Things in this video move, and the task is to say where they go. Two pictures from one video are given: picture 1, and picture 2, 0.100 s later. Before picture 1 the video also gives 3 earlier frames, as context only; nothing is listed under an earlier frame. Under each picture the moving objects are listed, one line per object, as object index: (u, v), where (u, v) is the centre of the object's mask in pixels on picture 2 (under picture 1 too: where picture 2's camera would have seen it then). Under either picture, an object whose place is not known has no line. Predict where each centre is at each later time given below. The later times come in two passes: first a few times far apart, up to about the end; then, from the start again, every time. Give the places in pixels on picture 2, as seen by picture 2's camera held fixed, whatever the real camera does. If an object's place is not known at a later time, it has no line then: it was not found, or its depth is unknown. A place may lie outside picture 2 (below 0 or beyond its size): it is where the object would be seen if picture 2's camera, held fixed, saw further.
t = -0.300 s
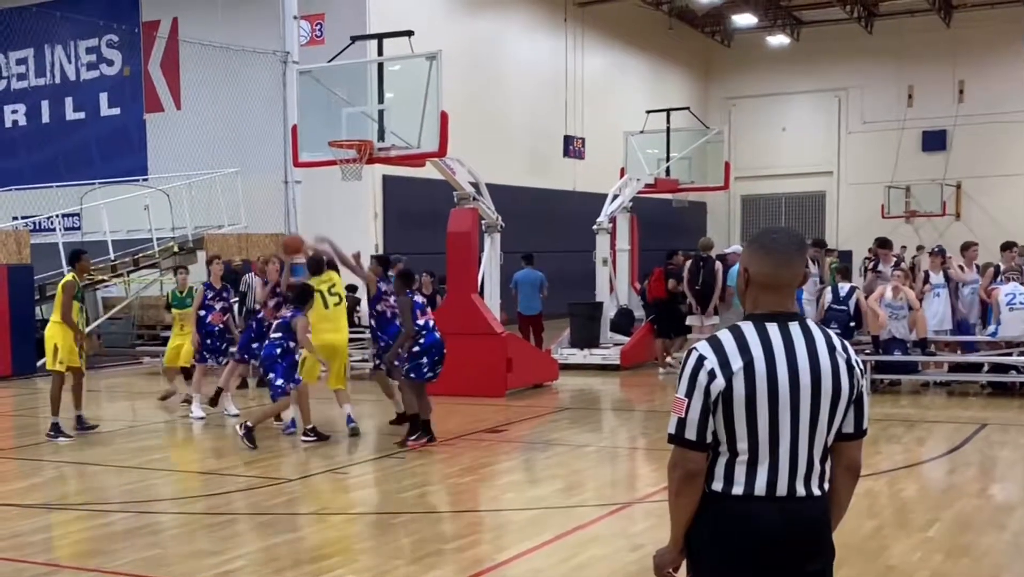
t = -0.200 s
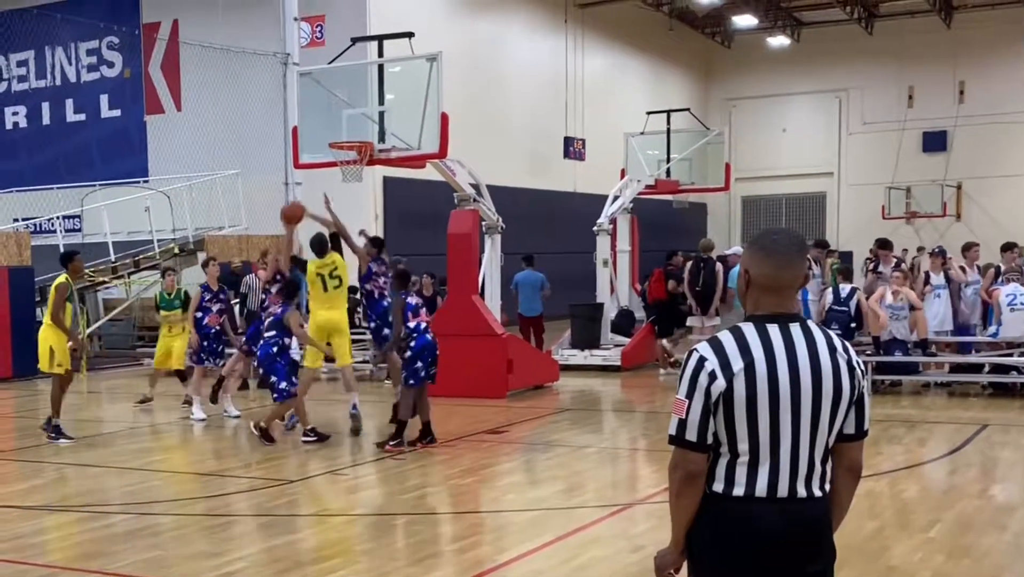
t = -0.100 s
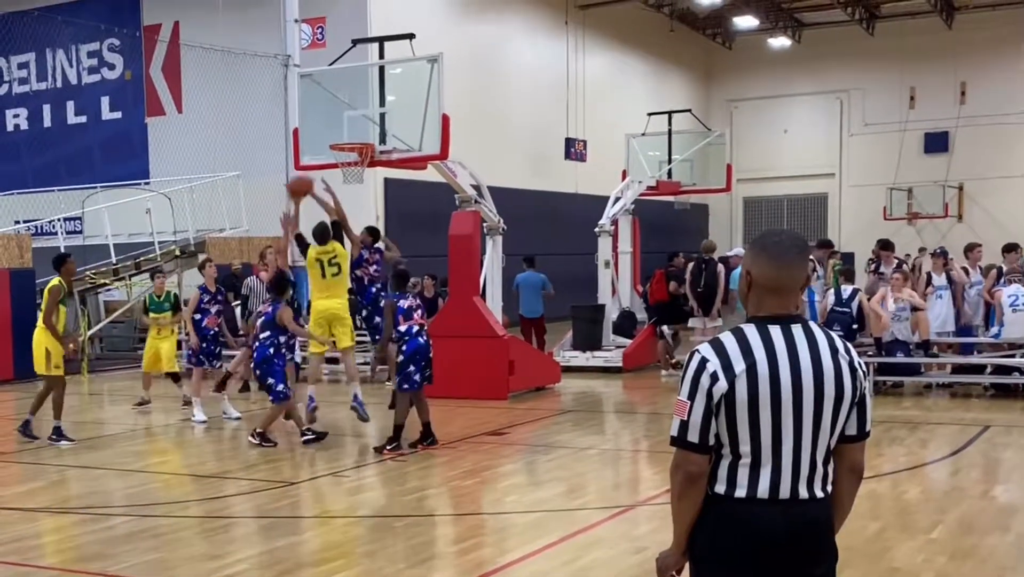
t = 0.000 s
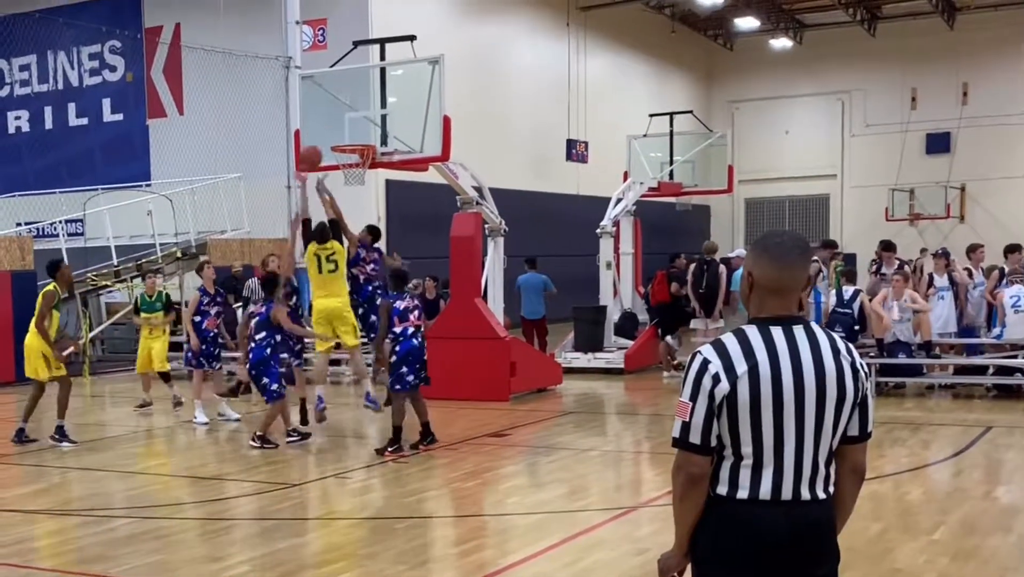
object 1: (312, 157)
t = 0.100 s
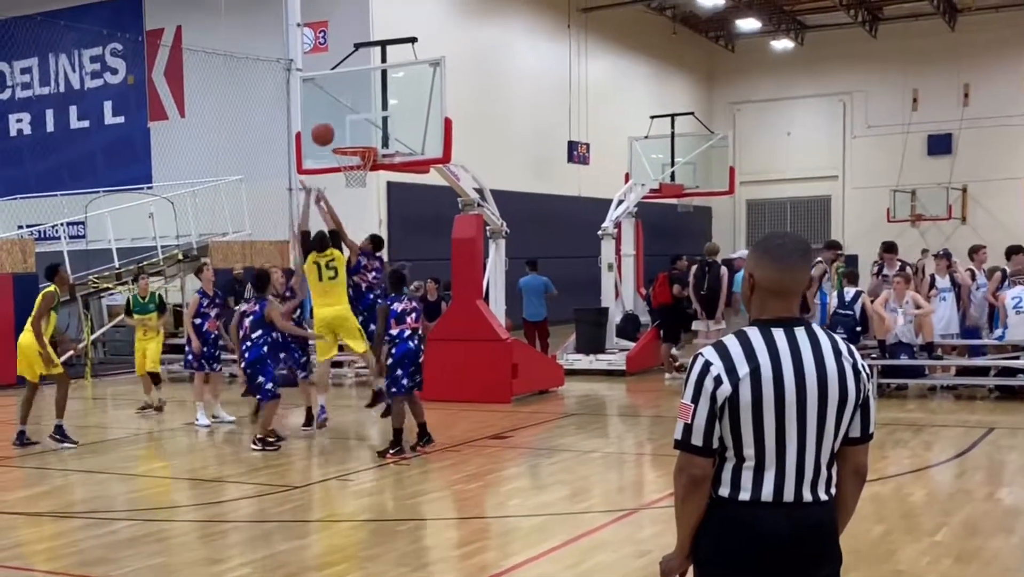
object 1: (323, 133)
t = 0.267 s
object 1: (341, 115)
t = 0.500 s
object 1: (364, 133)
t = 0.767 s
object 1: (340, 168)
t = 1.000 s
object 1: (354, 179)
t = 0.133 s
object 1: (326, 127)
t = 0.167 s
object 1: (330, 123)
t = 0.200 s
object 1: (334, 119)
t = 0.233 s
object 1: (337, 117)
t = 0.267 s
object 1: (341, 115)
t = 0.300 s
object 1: (344, 114)
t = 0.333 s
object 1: (348, 115)
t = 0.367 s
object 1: (351, 116)
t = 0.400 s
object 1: (355, 119)
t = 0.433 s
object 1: (358, 122)
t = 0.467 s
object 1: (361, 127)
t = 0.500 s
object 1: (364, 133)
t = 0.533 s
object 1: (361, 136)
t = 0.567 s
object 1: (356, 139)
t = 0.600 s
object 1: (352, 143)
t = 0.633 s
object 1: (348, 156)
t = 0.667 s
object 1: (344, 162)
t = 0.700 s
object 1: (341, 168)
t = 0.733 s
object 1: (340, 169)
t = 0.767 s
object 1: (340, 168)
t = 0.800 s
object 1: (340, 168)
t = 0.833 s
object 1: (343, 168)
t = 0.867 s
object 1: (345, 169)
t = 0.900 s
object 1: (347, 171)
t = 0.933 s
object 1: (350, 174)
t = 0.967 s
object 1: (352, 176)
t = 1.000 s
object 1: (354, 179)
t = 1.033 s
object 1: (357, 187)
